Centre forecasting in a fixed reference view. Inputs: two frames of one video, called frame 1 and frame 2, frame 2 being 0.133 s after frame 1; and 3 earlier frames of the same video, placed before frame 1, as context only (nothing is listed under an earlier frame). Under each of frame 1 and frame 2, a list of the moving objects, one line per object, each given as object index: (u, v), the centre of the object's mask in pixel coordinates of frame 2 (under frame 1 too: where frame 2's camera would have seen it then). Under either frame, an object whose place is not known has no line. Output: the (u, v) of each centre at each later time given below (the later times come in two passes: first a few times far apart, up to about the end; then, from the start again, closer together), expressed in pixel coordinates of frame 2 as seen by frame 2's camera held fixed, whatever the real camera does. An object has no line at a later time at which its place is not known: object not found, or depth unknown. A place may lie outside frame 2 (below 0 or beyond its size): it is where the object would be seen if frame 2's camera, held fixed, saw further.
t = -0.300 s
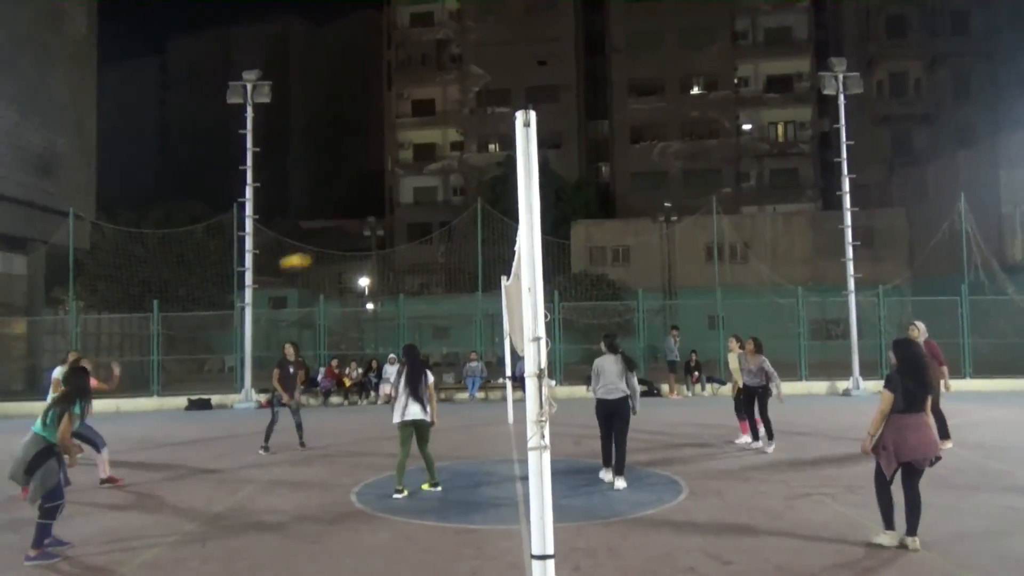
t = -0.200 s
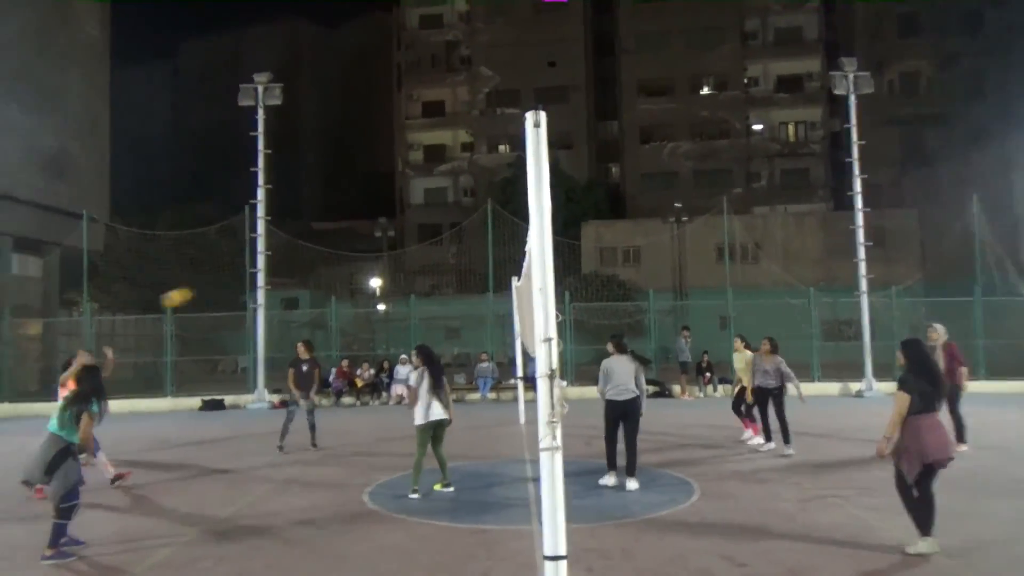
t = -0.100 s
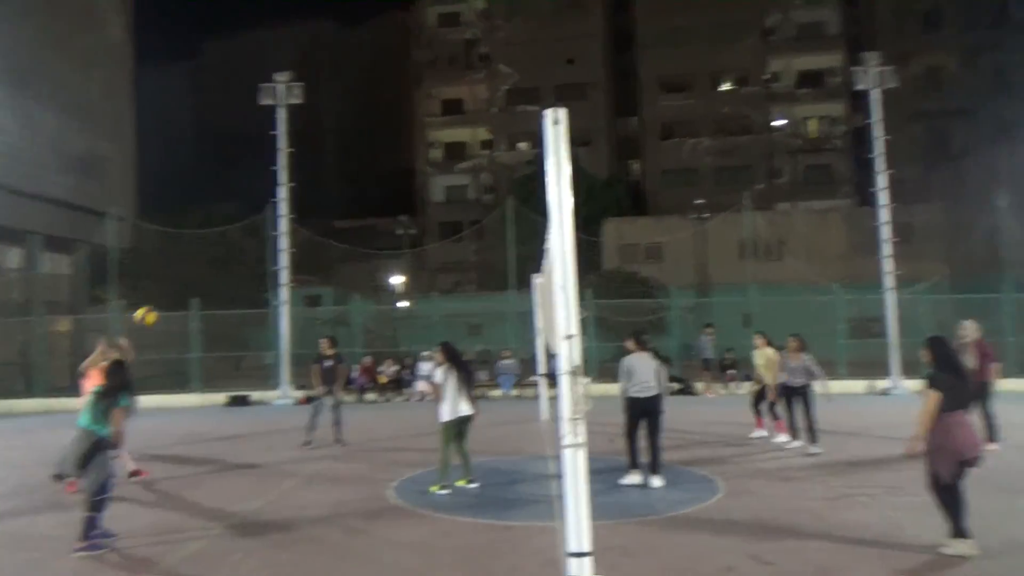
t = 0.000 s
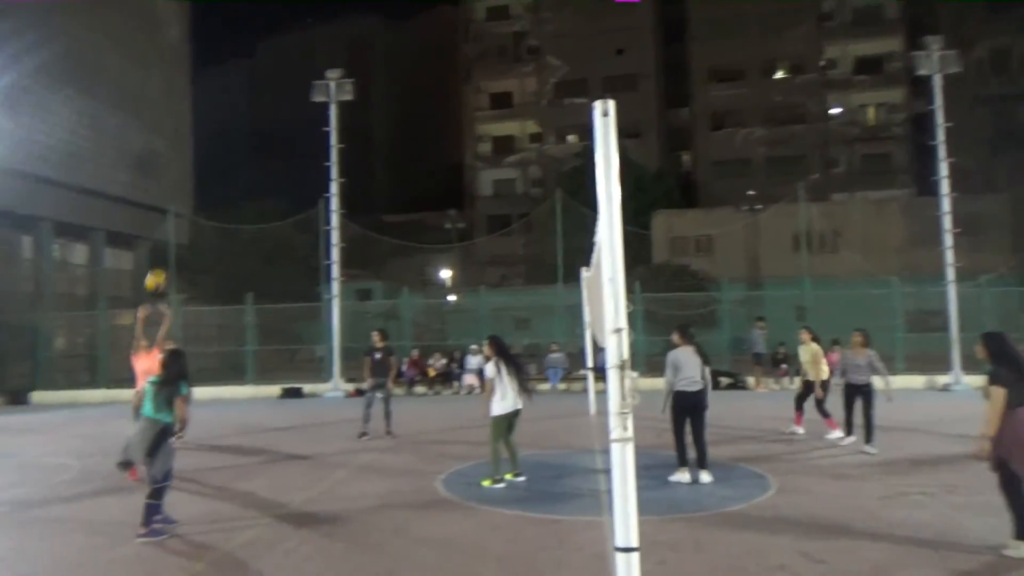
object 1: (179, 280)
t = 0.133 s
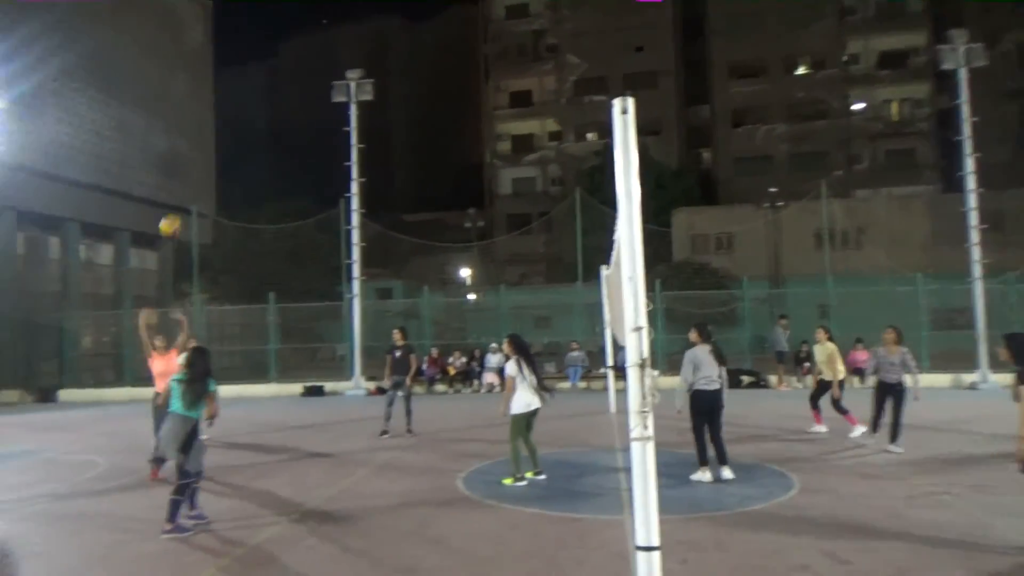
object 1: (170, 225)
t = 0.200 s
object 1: (165, 194)
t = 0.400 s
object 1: (151, 140)
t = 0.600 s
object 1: (139, 119)
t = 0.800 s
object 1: (125, 136)
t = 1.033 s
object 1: (108, 216)
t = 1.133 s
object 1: (103, 258)
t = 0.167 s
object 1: (167, 209)
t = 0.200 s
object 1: (165, 194)
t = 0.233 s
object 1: (162, 181)
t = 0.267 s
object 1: (159, 169)
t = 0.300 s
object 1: (160, 175)
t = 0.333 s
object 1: (156, 158)
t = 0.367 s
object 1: (154, 148)
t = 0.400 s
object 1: (151, 140)
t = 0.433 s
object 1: (149, 133)
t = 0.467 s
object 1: (146, 127)
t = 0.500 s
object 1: (148, 130)
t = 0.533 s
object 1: (144, 123)
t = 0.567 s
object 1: (141, 121)
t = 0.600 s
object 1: (139, 119)
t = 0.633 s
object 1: (136, 119)
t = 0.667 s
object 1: (133, 120)
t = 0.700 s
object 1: (135, 120)
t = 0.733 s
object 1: (131, 124)
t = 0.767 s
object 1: (128, 129)
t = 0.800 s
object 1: (125, 136)
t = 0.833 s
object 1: (123, 144)
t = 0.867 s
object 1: (119, 154)
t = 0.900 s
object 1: (121, 149)
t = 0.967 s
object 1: (114, 181)
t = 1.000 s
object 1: (112, 197)
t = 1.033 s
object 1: (108, 216)
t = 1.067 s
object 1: (106, 235)
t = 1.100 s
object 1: (107, 225)
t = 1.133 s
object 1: (103, 258)
